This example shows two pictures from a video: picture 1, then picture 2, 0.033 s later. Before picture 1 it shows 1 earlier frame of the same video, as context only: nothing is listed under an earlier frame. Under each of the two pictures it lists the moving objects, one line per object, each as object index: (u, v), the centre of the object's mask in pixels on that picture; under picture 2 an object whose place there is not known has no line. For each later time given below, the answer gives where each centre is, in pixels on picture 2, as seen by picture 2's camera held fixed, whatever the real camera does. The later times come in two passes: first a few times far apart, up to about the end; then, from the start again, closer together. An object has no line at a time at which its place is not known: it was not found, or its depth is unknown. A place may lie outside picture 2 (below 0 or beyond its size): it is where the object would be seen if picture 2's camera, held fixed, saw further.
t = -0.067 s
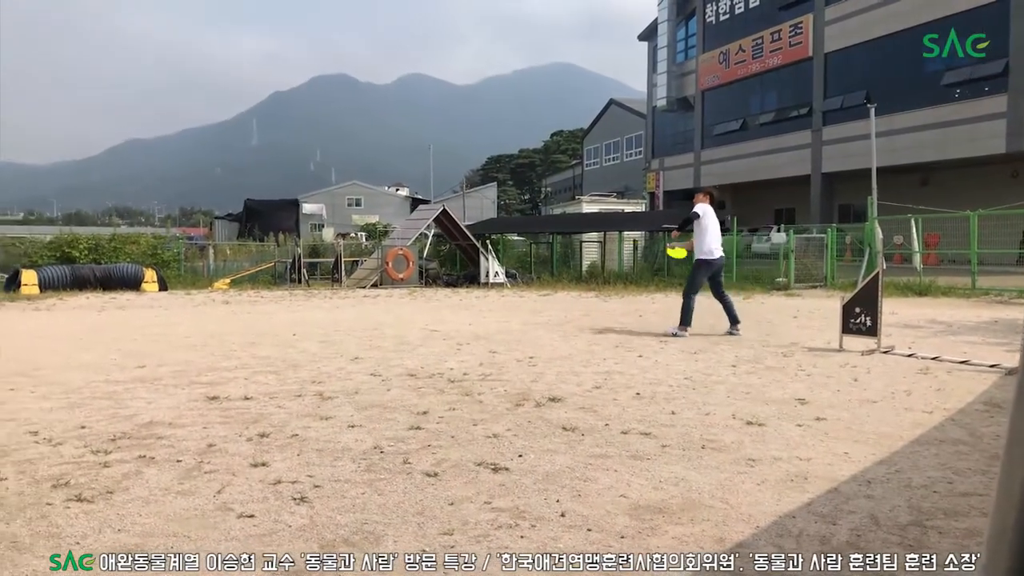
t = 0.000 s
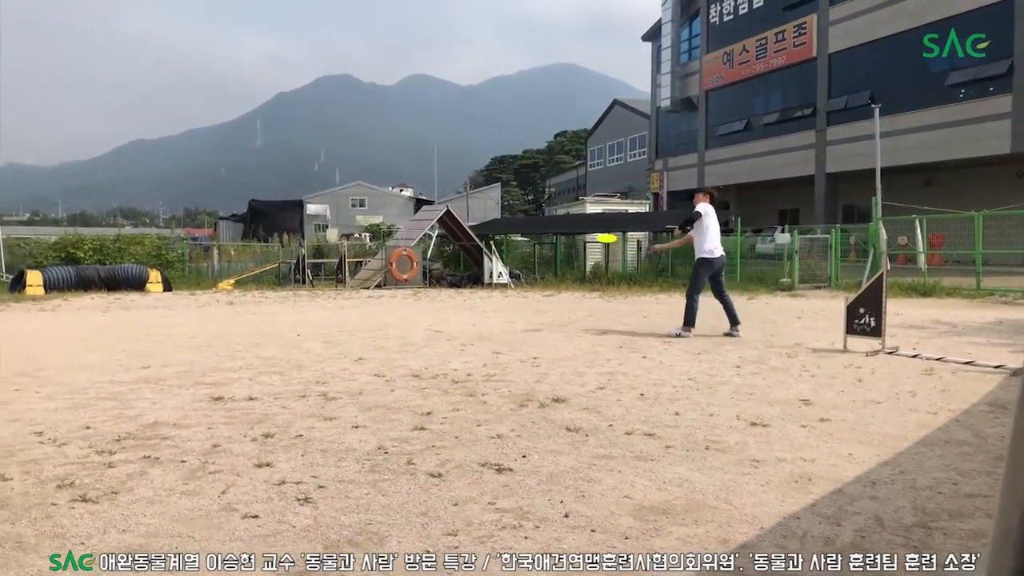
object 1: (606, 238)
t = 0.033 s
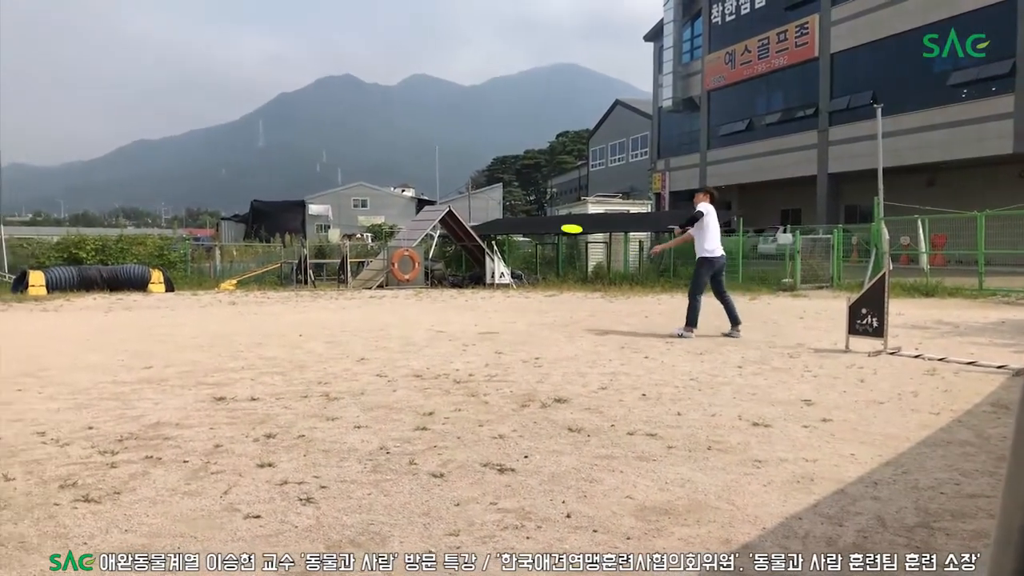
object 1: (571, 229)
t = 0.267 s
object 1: (274, 165)
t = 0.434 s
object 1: (16, 114)
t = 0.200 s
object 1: (367, 183)
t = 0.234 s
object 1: (322, 174)
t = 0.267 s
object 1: (274, 165)
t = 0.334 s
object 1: (174, 146)
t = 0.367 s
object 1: (121, 135)
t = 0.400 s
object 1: (69, 125)
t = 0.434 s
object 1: (16, 114)
